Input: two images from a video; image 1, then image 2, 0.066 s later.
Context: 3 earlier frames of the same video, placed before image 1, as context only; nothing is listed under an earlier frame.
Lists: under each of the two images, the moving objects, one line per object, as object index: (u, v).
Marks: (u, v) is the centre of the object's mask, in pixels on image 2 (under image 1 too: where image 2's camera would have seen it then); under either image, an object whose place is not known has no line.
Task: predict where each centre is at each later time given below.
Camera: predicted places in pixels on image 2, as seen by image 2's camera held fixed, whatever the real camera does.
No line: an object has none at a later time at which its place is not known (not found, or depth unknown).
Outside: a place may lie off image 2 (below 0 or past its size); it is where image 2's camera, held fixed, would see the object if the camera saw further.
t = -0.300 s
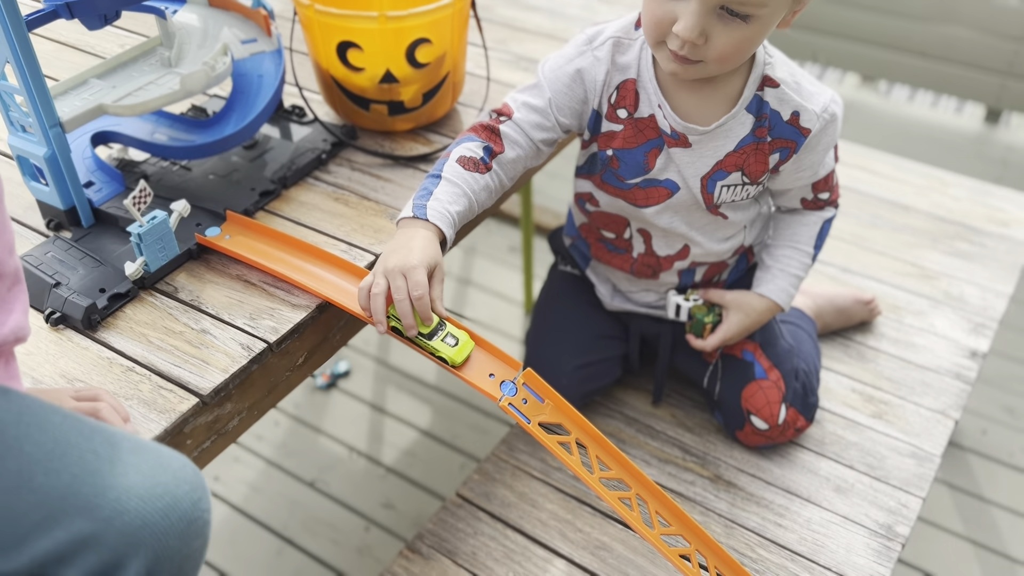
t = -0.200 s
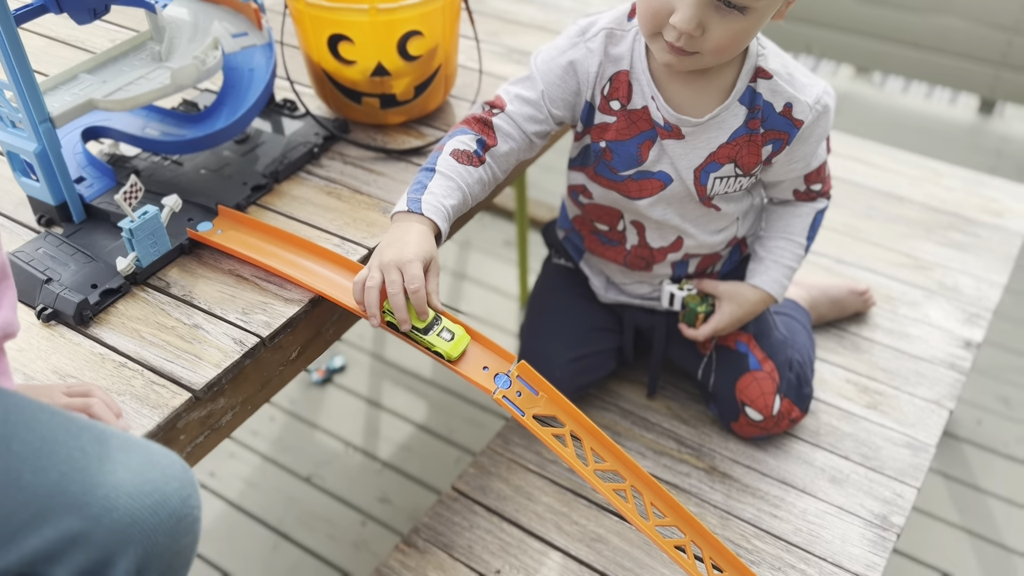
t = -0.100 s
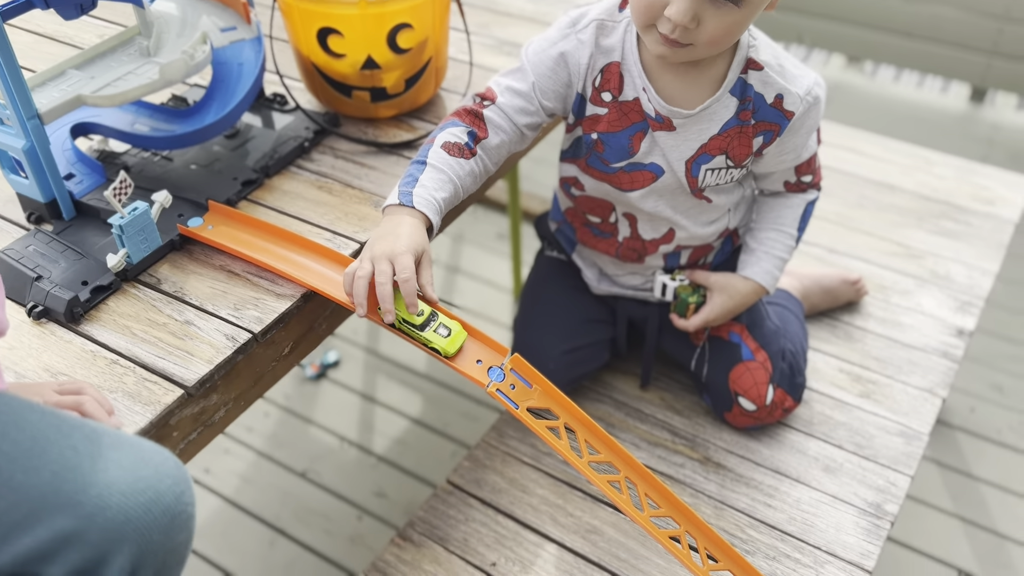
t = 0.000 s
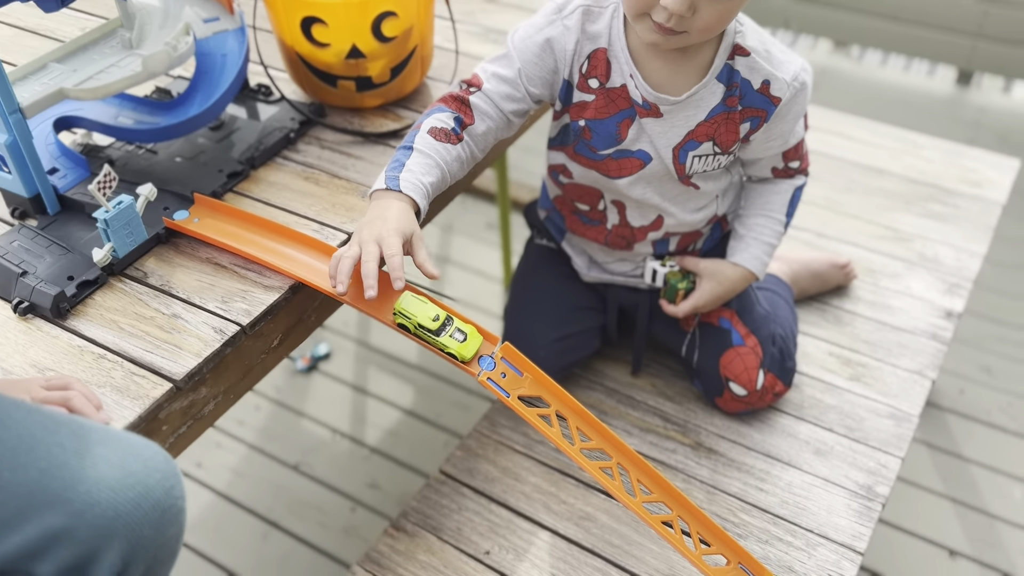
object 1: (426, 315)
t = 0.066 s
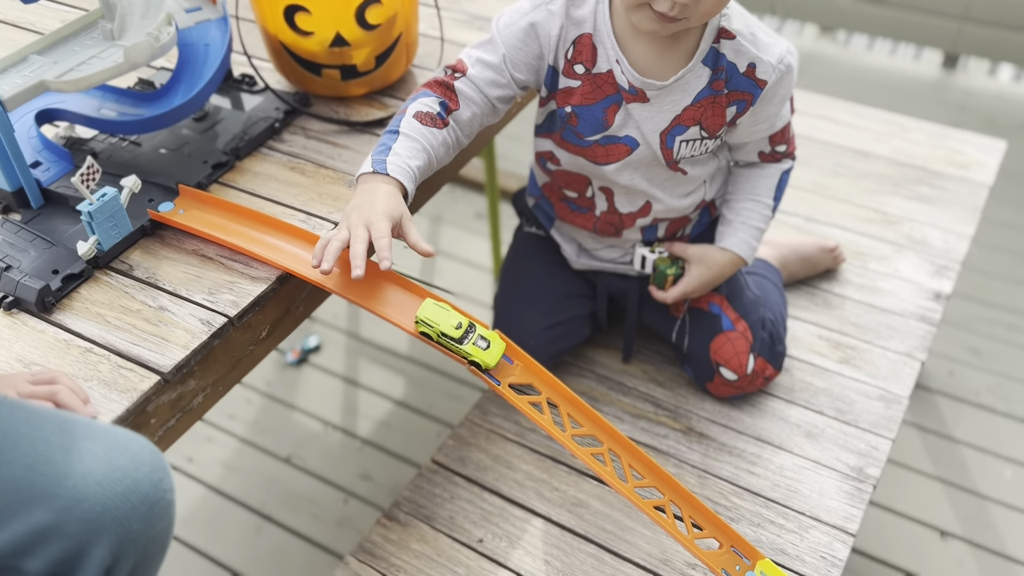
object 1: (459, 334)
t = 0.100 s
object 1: (480, 348)
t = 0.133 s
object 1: (503, 365)
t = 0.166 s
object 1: (531, 387)
